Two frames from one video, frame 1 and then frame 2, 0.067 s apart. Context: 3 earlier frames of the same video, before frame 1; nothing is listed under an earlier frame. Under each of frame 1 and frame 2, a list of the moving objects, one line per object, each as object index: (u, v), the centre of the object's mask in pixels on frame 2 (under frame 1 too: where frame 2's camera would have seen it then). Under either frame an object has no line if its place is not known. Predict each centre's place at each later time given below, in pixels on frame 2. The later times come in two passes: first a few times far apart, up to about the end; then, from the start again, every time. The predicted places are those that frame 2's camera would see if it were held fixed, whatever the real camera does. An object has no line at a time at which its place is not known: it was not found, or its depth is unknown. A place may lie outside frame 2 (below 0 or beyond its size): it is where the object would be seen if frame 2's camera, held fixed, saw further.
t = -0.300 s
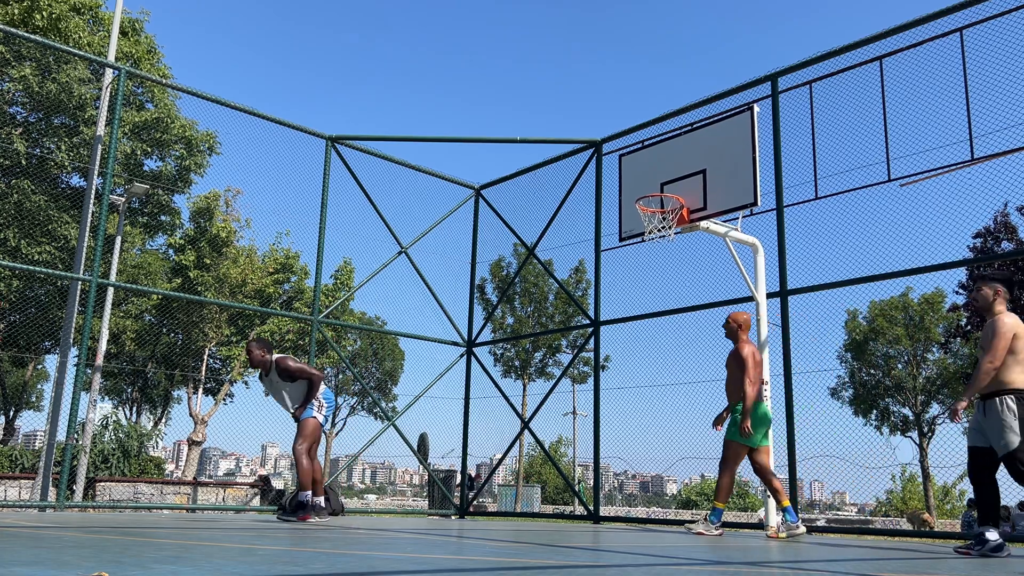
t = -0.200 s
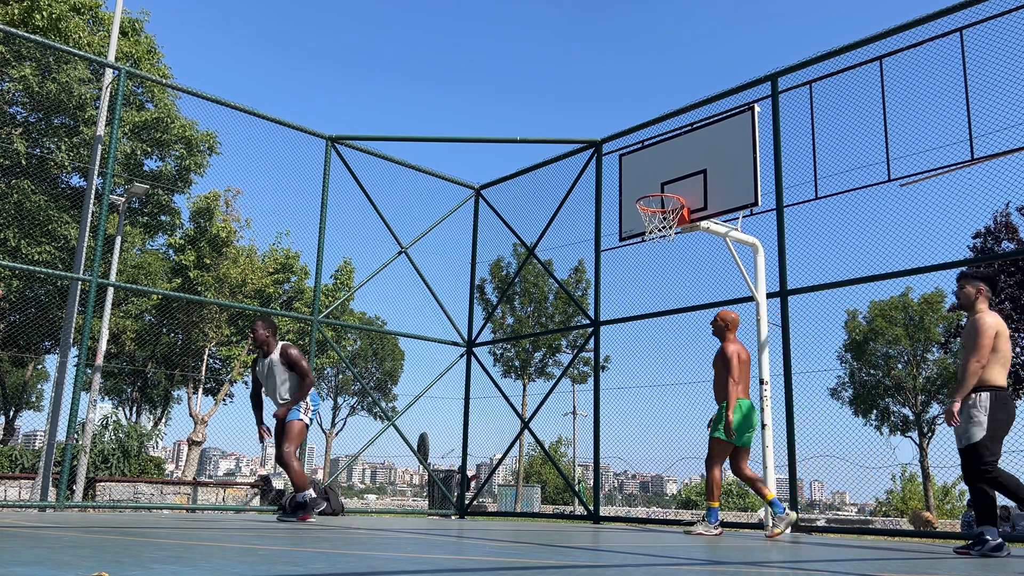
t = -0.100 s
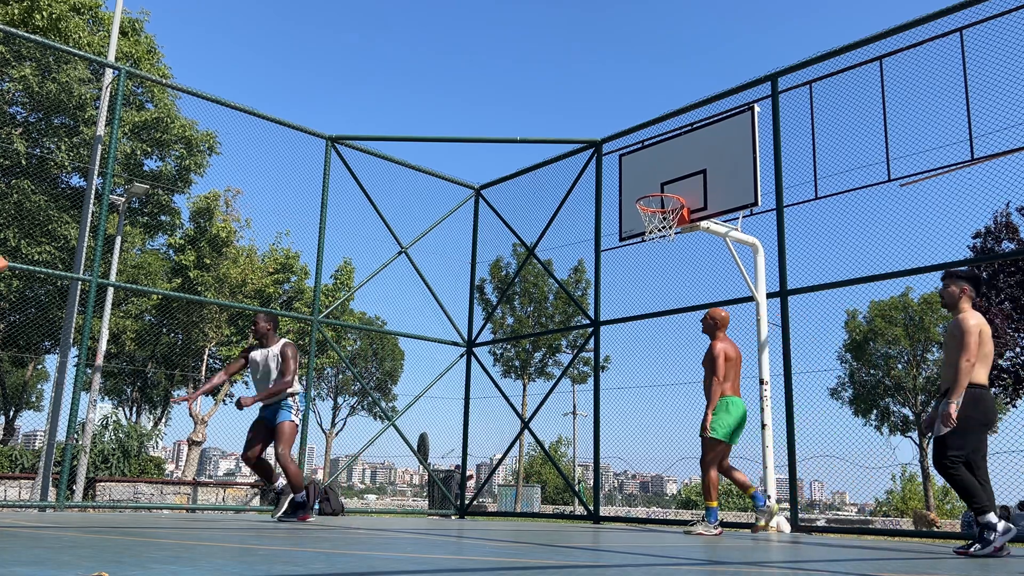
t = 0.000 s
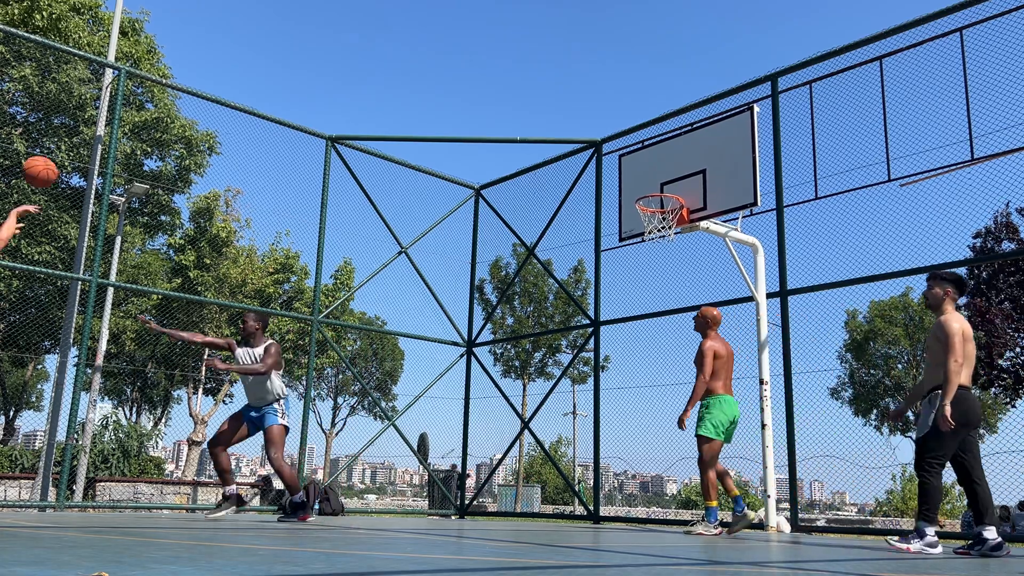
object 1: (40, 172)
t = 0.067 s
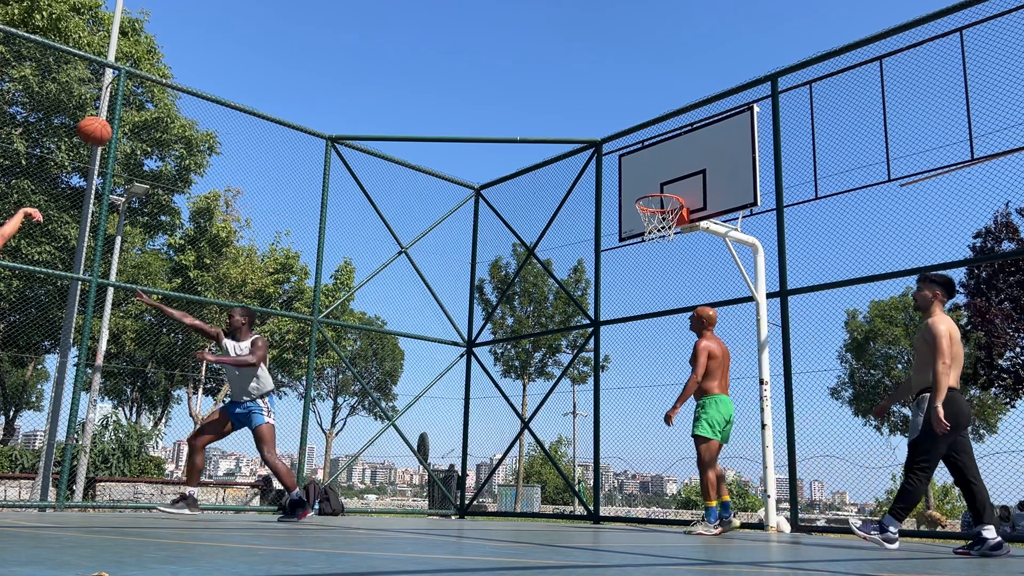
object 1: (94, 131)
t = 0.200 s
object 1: (192, 71)
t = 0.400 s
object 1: (316, 26)
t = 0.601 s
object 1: (423, 22)
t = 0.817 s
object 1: (525, 59)
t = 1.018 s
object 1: (612, 126)
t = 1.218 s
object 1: (678, 183)
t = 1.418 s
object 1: (667, 170)
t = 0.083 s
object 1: (108, 122)
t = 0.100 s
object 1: (121, 114)
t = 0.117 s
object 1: (133, 106)
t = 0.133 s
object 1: (145, 98)
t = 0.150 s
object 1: (157, 91)
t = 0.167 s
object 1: (169, 84)
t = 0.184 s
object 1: (181, 78)
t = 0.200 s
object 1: (192, 71)
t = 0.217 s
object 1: (203, 66)
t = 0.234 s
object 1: (214, 60)
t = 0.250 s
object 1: (225, 56)
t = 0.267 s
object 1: (236, 51)
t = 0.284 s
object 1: (246, 47)
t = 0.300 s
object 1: (257, 43)
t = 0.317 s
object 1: (267, 39)
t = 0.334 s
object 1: (277, 36)
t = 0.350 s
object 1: (287, 33)
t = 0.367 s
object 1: (297, 30)
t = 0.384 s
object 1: (307, 28)
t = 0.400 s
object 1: (316, 26)
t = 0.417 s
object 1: (325, 24)
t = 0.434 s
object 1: (335, 22)
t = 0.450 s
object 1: (344, 21)
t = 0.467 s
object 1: (353, 20)
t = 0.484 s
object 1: (363, 20)
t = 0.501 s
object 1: (371, 19)
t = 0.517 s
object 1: (380, 19)
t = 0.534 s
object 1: (389, 19)
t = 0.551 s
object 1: (398, 20)
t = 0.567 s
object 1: (406, 20)
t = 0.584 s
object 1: (415, 21)
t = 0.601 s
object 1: (423, 22)
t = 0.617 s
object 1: (431, 24)
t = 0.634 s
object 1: (439, 25)
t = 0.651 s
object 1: (448, 27)
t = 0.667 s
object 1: (456, 29)
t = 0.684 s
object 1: (464, 31)
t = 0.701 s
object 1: (472, 34)
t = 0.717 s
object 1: (479, 37)
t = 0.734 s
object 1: (487, 40)
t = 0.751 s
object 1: (495, 43)
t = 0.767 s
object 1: (503, 47)
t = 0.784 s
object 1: (510, 50)
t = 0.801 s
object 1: (518, 54)
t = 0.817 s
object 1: (525, 59)
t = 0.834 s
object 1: (533, 63)
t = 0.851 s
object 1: (540, 68)
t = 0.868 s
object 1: (548, 72)
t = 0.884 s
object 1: (555, 78)
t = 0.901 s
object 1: (562, 83)
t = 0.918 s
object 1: (570, 89)
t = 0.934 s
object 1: (577, 94)
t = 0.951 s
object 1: (584, 100)
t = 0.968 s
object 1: (591, 107)
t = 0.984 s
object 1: (598, 113)
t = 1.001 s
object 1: (605, 120)
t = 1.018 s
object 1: (612, 126)
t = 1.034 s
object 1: (620, 133)
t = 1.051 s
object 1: (627, 141)
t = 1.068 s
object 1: (634, 149)
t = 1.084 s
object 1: (640, 157)
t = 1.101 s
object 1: (648, 164)
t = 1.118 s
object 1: (655, 173)
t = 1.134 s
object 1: (662, 181)
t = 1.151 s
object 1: (667, 186)
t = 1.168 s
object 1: (670, 185)
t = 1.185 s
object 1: (672, 184)
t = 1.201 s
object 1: (675, 183)
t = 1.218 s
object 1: (678, 183)
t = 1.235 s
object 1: (680, 182)
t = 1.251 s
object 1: (683, 183)
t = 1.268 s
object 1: (686, 183)
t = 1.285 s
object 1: (688, 183)
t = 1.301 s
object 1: (685, 180)
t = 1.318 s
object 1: (683, 178)
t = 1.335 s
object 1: (680, 176)
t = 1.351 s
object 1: (678, 174)
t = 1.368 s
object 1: (675, 173)
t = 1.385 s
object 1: (672, 172)
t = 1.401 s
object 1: (670, 171)
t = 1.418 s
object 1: (667, 170)
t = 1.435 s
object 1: (664, 169)
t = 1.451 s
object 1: (662, 169)
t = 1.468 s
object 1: (659, 169)
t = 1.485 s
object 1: (657, 170)
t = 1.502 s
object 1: (654, 170)
